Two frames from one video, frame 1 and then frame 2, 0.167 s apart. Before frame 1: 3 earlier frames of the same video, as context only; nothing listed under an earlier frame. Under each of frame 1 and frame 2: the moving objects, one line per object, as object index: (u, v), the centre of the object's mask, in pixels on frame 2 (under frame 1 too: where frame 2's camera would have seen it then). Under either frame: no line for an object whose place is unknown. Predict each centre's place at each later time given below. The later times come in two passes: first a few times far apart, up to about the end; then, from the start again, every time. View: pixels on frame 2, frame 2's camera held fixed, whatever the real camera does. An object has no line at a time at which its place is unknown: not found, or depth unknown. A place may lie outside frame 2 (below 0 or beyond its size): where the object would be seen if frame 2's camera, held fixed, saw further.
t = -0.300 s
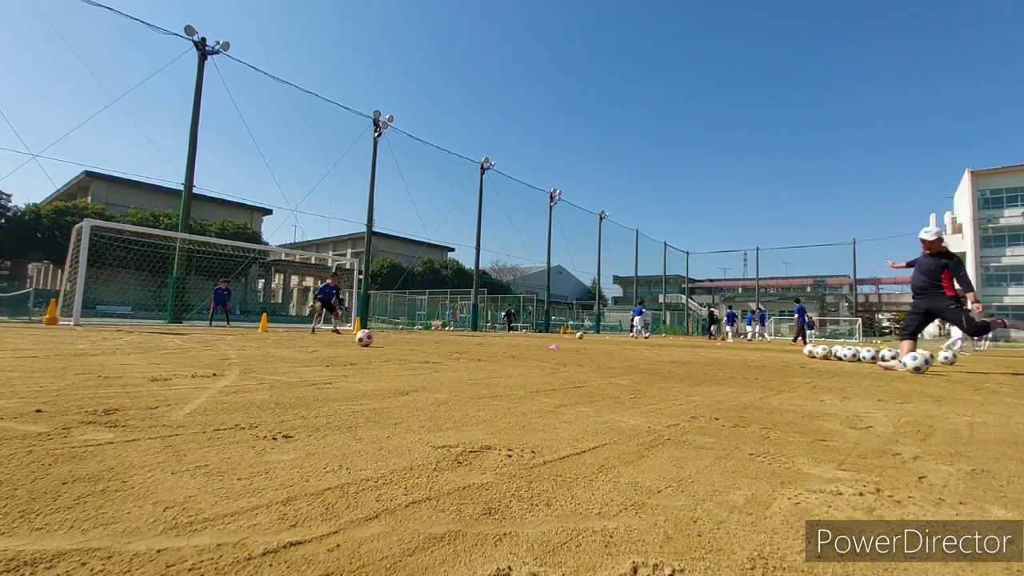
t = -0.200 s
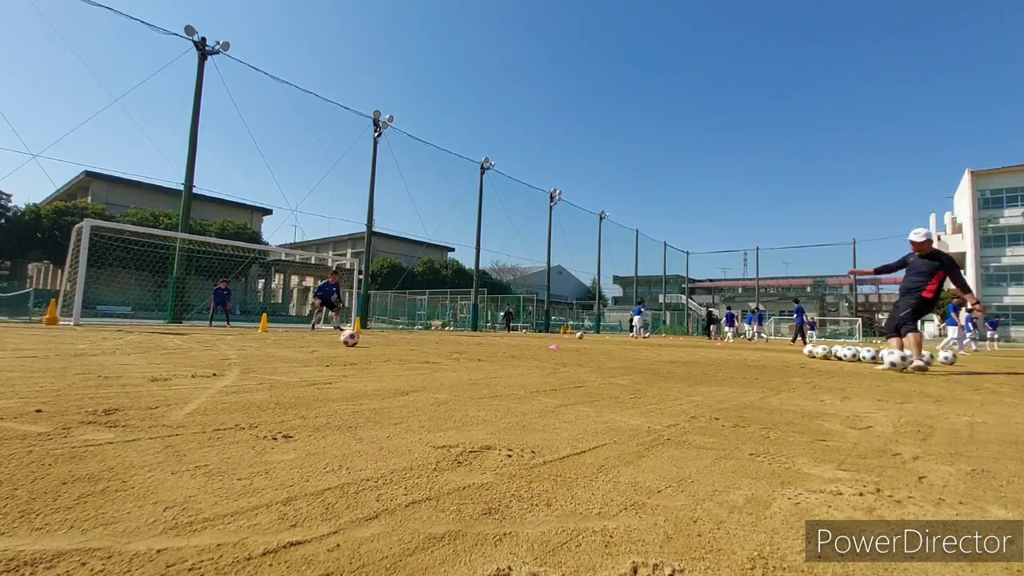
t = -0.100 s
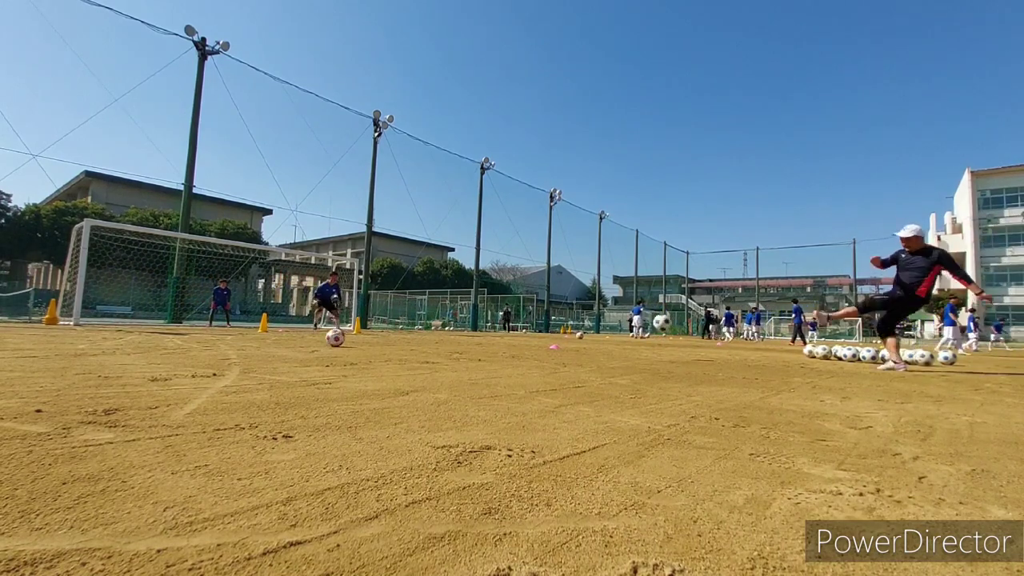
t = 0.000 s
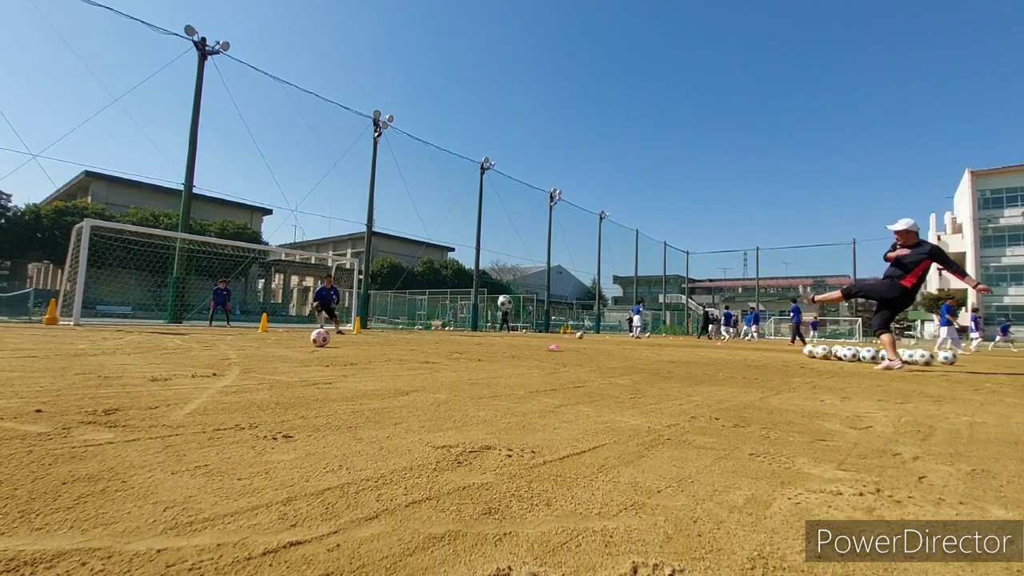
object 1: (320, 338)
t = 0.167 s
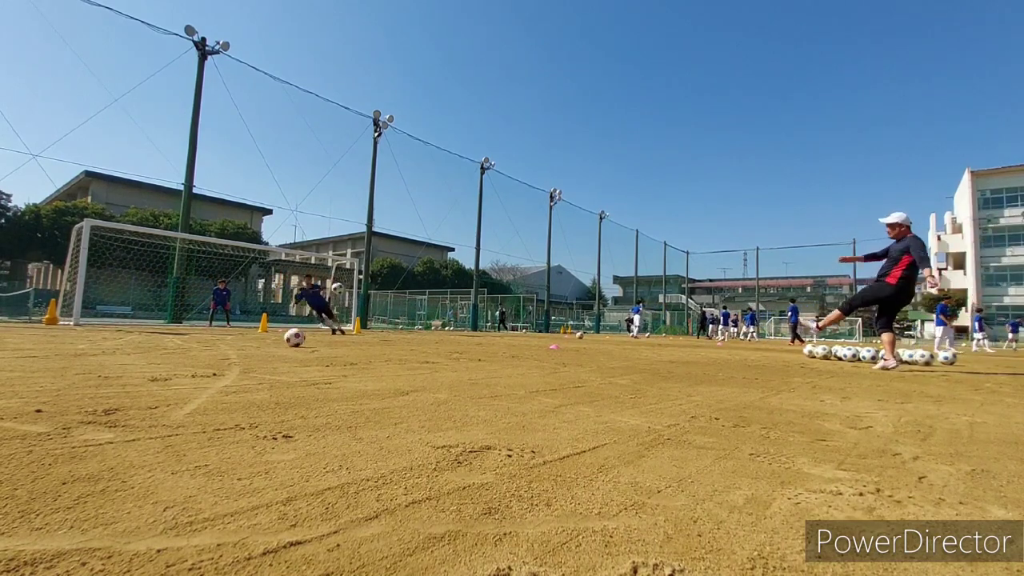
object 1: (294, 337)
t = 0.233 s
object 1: (285, 337)
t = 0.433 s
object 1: (253, 337)
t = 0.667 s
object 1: (217, 336)
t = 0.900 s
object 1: (180, 336)
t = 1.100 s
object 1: (149, 336)
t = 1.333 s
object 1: (113, 335)
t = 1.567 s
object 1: (77, 334)
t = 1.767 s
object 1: (47, 335)
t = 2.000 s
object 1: (15, 334)
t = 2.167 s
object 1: (3, 333)
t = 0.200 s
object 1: (289, 337)
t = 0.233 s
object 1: (285, 337)
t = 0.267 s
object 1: (279, 337)
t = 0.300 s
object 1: (275, 337)
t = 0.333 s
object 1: (269, 337)
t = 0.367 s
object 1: (264, 337)
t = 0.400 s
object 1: (259, 337)
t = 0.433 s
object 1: (253, 337)
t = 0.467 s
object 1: (248, 337)
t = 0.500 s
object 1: (243, 337)
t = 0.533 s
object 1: (238, 337)
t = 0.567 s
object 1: (232, 337)
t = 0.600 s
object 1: (227, 336)
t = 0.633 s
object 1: (222, 336)
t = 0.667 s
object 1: (217, 336)
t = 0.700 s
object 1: (212, 336)
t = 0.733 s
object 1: (207, 336)
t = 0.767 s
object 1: (201, 336)
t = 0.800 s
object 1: (196, 336)
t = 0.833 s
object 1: (191, 336)
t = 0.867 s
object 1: (185, 336)
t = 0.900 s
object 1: (180, 336)
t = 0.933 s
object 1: (174, 336)
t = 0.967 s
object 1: (170, 336)
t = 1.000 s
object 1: (164, 336)
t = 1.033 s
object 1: (159, 336)
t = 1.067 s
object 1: (154, 336)
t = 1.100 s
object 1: (149, 336)
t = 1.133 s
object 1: (143, 336)
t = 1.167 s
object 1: (139, 336)
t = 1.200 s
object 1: (134, 336)
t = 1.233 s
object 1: (128, 335)
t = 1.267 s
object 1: (123, 335)
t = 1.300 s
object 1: (118, 335)
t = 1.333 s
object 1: (113, 335)
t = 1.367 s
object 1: (108, 335)
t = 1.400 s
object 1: (103, 335)
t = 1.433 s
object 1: (98, 335)
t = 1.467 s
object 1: (93, 335)
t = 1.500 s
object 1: (88, 335)
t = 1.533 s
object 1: (83, 335)
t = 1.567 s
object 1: (77, 334)
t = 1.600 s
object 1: (73, 334)
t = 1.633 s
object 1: (68, 334)
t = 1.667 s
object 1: (63, 334)
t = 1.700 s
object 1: (58, 334)
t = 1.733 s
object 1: (53, 334)
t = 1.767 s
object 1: (47, 335)
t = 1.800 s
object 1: (43, 334)
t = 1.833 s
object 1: (38, 334)
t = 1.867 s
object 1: (33, 334)
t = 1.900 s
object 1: (28, 334)
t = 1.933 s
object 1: (23, 334)
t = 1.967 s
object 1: (19, 334)
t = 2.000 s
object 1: (15, 334)
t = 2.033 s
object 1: (12, 333)
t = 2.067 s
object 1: (10, 333)
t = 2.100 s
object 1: (8, 333)
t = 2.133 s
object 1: (5, 333)
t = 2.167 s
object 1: (3, 333)
